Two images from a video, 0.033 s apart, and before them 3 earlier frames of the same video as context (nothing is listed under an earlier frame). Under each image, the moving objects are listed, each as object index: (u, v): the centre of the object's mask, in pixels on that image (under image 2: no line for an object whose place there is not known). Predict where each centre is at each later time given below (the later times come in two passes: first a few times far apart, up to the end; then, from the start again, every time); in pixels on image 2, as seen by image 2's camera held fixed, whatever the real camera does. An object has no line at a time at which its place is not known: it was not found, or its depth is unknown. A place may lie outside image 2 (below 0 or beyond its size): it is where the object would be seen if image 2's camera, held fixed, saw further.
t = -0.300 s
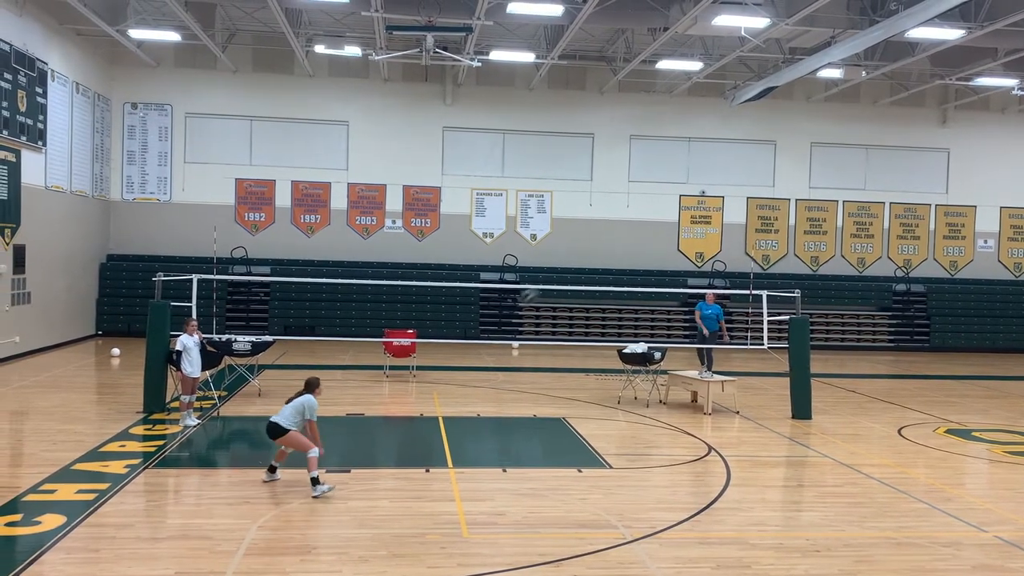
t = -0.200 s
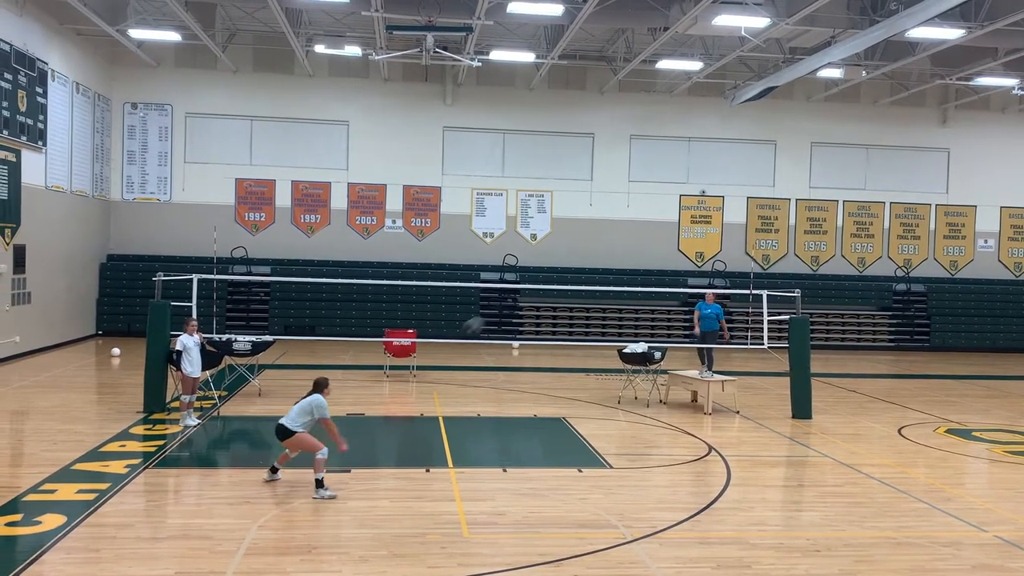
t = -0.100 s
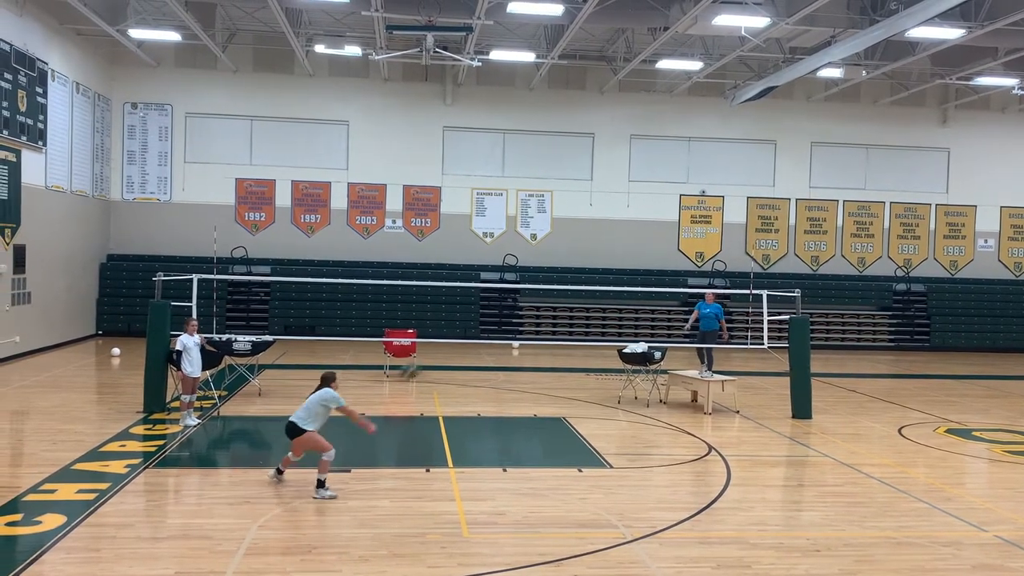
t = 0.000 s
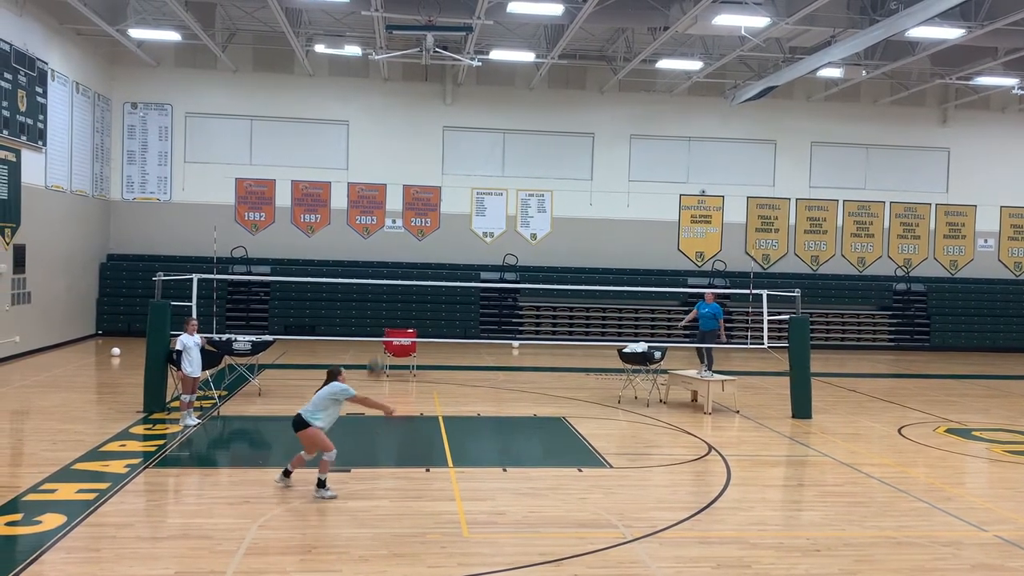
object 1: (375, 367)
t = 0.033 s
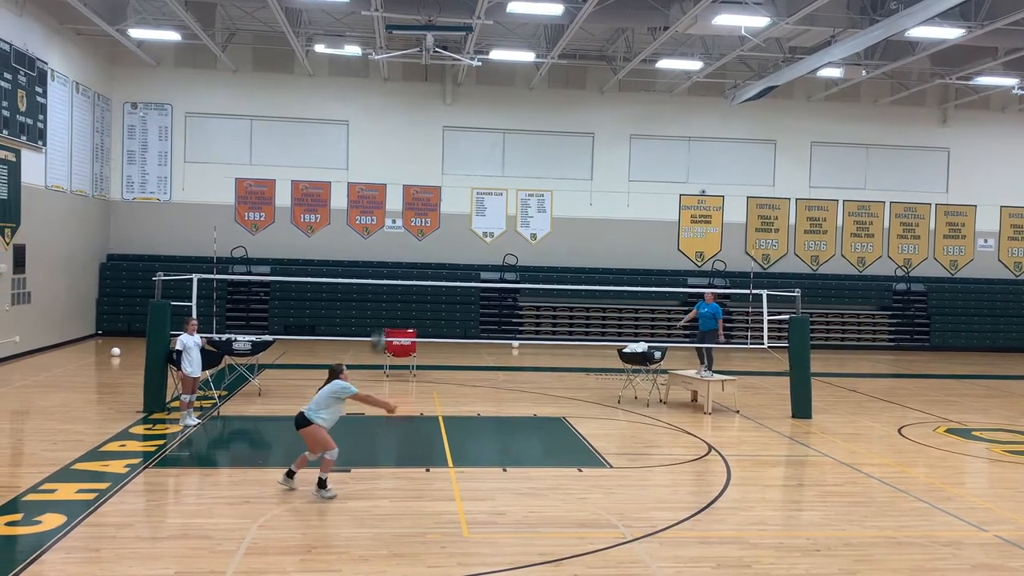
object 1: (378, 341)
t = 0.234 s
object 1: (392, 227)
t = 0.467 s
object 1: (402, 139)
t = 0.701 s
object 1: (410, 98)
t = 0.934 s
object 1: (416, 102)
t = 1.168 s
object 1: (422, 148)
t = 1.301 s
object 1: (424, 191)
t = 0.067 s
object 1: (380, 321)
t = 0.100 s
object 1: (383, 299)
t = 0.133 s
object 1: (386, 279)
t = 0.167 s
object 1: (388, 261)
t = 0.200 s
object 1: (390, 243)
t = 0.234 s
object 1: (392, 227)
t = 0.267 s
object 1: (393, 211)
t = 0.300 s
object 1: (395, 197)
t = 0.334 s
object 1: (396, 182)
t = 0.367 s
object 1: (398, 171)
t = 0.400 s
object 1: (400, 159)
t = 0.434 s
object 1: (401, 148)
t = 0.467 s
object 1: (402, 139)
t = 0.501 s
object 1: (403, 130)
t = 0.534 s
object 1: (405, 122)
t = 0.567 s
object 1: (406, 116)
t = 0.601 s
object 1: (407, 110)
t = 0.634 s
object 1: (408, 105)
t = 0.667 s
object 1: (409, 101)
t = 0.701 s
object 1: (410, 98)
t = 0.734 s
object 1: (411, 96)
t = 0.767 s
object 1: (412, 95)
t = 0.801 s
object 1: (413, 95)
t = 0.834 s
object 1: (414, 95)
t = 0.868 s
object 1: (415, 97)
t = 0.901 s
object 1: (416, 99)
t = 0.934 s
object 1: (416, 102)
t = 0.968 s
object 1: (417, 106)
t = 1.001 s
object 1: (418, 112)
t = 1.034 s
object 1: (419, 117)
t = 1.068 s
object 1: (420, 124)
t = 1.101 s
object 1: (420, 131)
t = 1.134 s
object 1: (421, 139)
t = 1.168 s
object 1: (422, 148)
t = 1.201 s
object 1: (423, 158)
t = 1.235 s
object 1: (423, 168)
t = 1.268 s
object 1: (424, 179)
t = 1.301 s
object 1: (424, 191)
